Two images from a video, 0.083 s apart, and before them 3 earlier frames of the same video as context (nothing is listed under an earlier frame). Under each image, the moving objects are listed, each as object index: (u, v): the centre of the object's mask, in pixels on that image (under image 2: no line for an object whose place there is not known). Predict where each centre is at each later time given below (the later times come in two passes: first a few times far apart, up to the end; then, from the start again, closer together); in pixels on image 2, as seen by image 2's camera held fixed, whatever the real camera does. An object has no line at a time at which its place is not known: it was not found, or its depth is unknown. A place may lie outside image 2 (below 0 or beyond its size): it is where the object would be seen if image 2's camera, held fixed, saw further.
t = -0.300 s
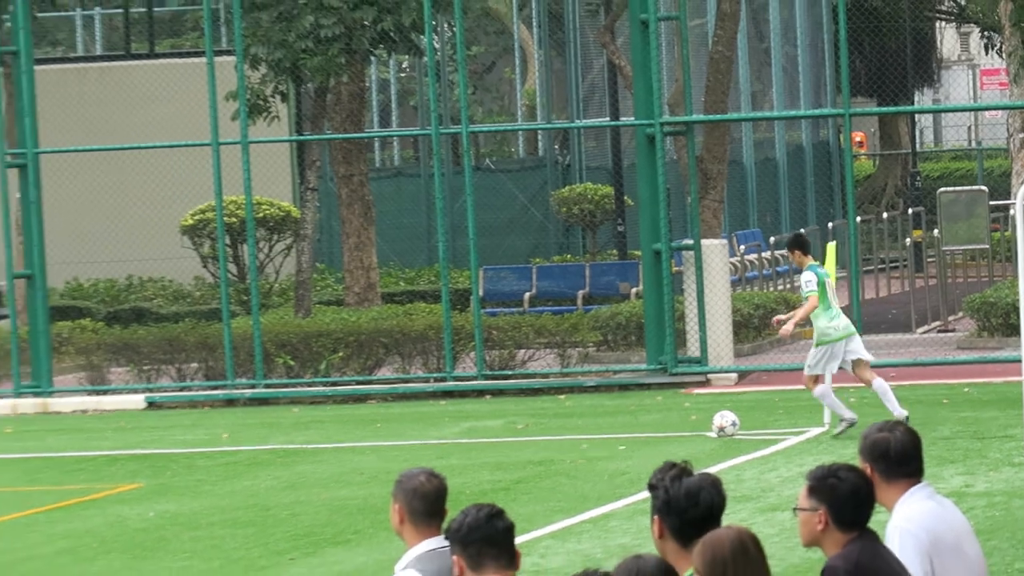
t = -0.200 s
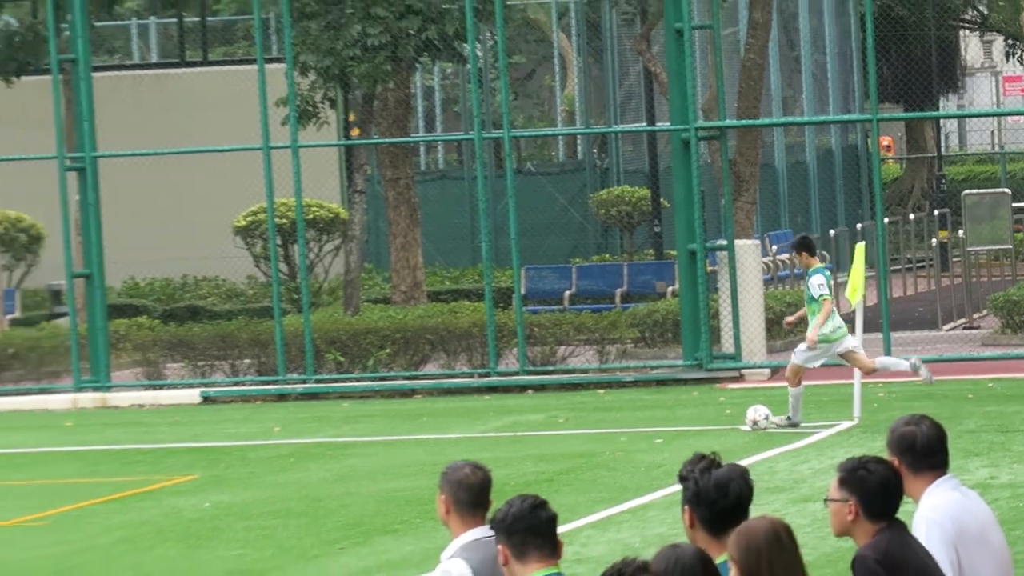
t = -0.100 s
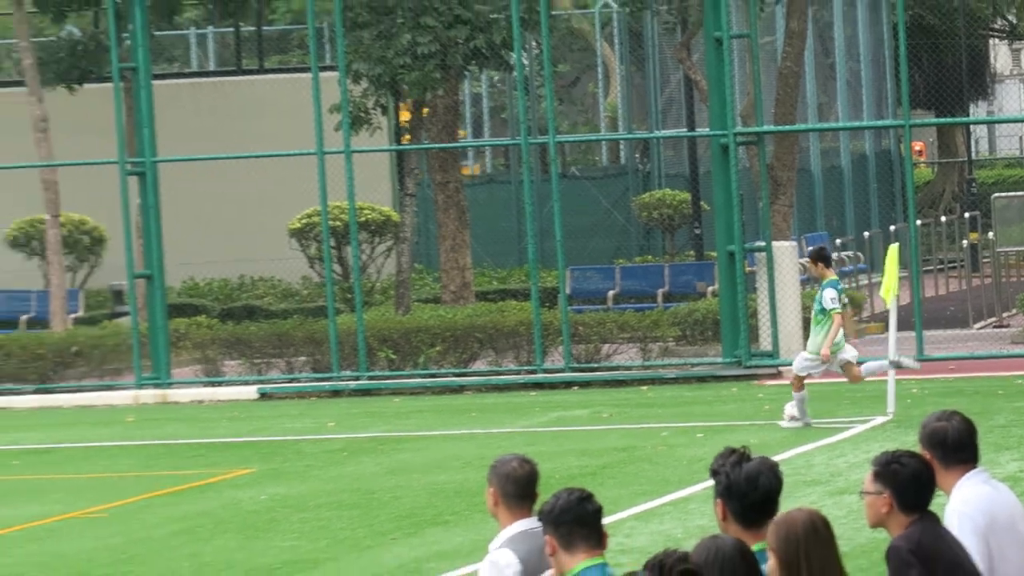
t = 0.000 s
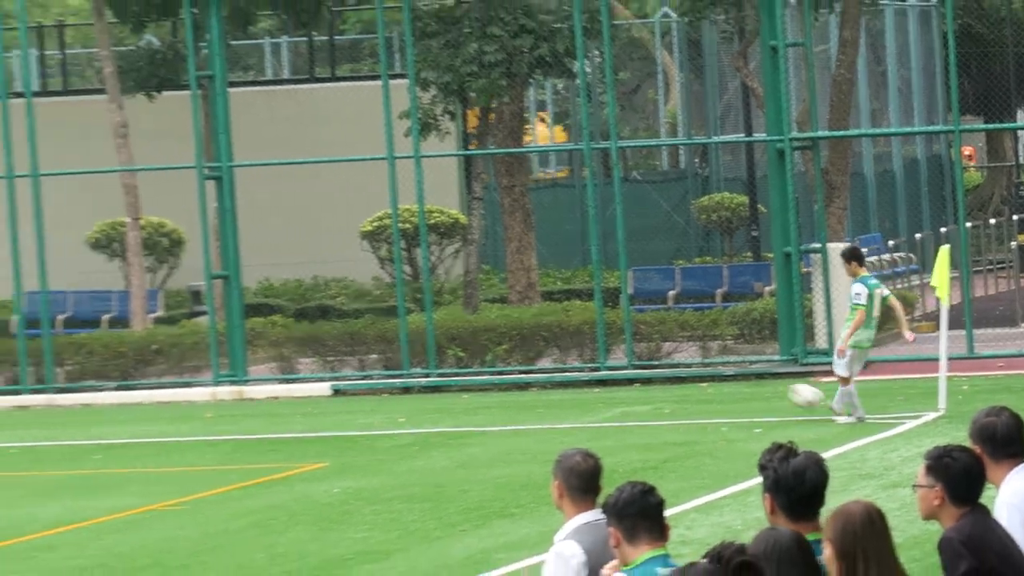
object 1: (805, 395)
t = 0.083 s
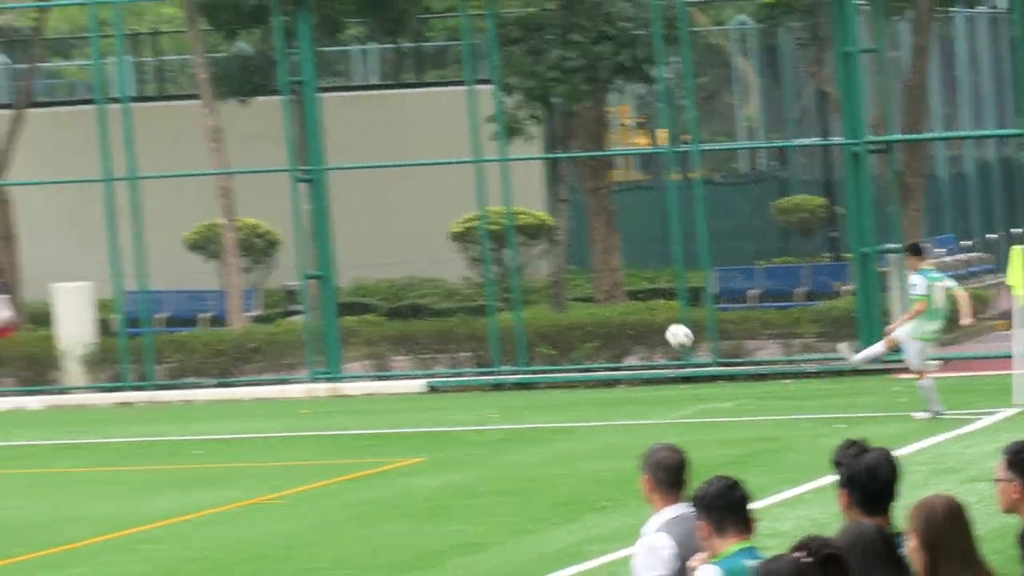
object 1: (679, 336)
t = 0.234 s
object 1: (325, 246)
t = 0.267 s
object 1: (248, 229)
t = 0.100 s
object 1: (638, 326)
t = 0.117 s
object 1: (598, 316)
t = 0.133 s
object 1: (558, 305)
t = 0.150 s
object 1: (519, 294)
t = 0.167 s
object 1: (480, 285)
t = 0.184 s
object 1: (441, 274)
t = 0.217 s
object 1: (363, 255)
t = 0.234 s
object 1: (325, 246)
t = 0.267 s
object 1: (248, 229)
